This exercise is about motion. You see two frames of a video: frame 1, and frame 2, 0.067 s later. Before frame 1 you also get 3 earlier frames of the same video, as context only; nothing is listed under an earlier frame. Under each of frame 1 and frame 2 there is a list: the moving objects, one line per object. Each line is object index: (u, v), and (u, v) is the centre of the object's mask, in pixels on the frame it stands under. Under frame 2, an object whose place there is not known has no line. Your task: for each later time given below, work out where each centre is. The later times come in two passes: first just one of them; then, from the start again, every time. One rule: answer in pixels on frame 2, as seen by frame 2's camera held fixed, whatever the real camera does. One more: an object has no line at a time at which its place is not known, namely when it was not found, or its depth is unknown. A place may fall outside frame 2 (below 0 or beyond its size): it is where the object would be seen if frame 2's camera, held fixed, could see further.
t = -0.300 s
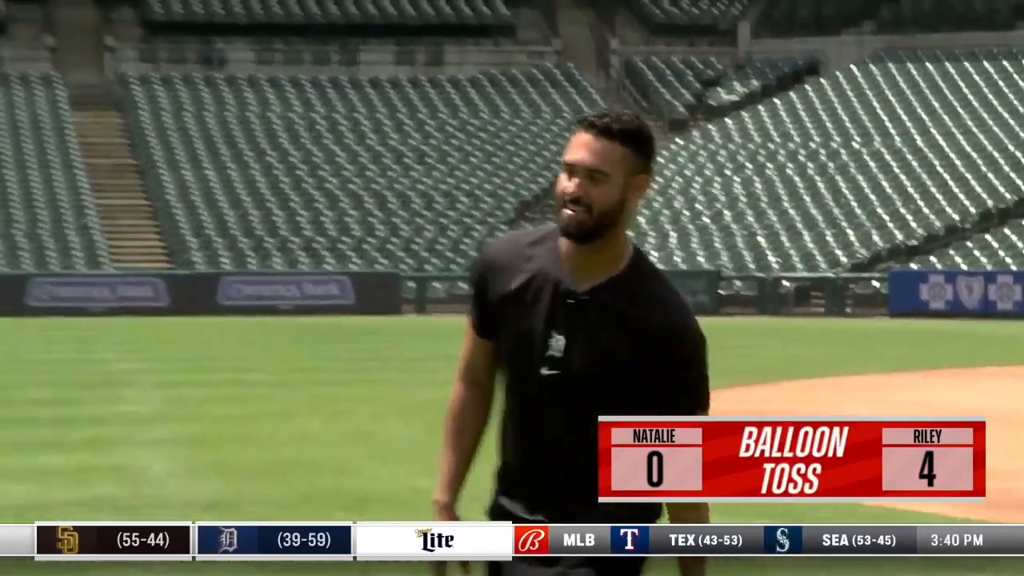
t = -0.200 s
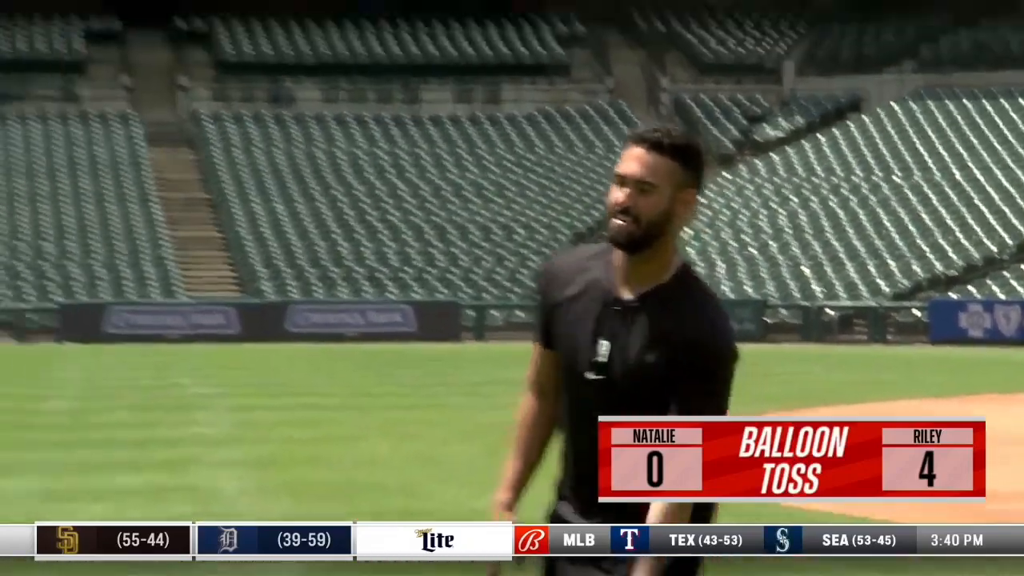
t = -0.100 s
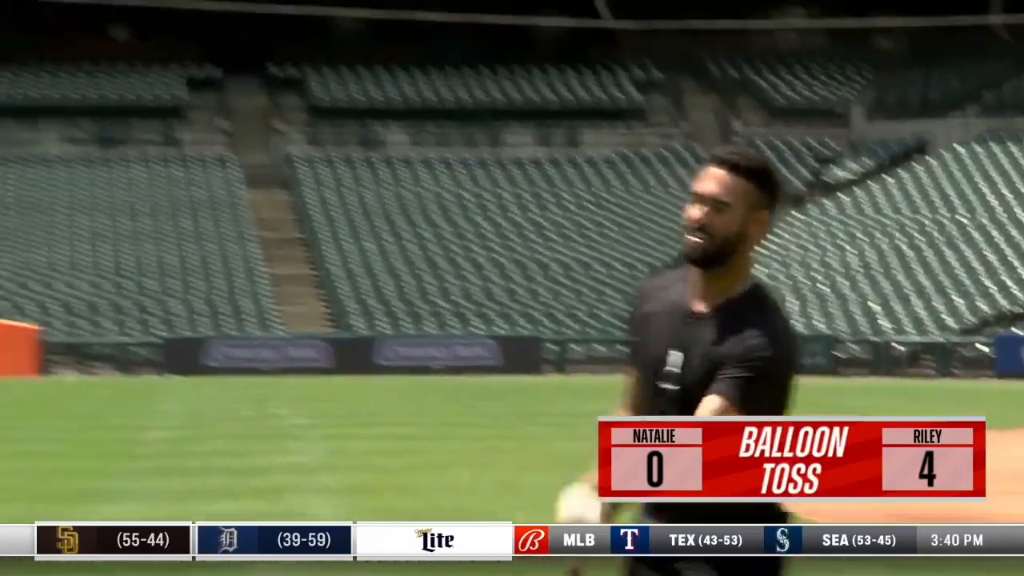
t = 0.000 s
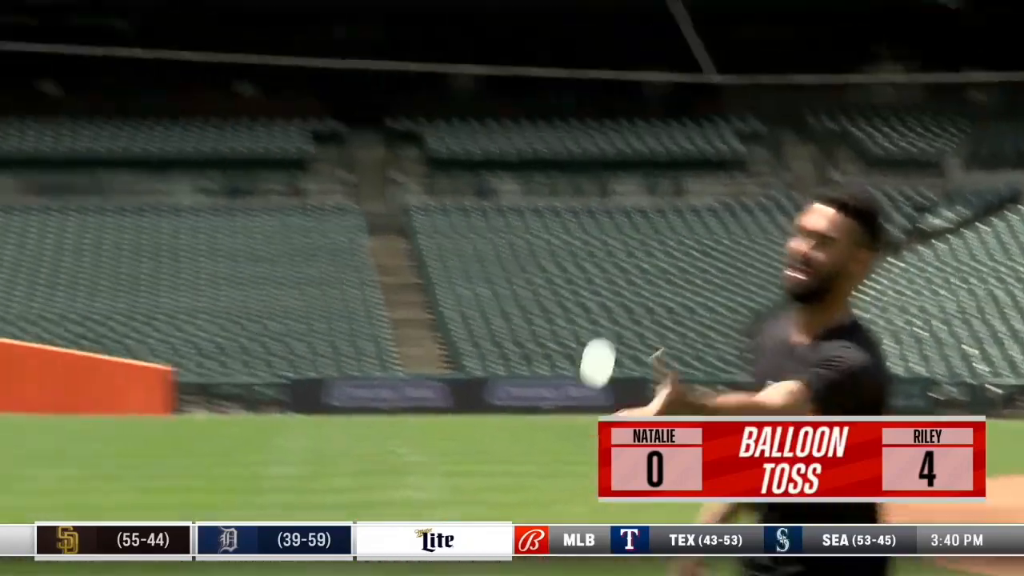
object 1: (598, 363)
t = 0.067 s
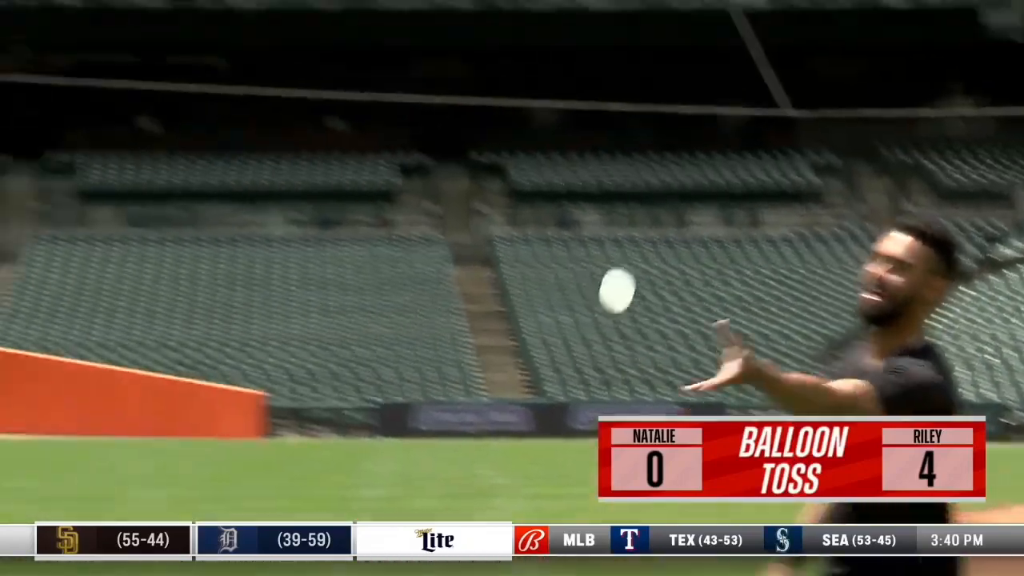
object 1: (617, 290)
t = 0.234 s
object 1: (467, 122)
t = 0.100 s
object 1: (588, 247)
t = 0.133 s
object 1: (558, 209)
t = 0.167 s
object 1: (528, 176)
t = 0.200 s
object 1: (498, 147)
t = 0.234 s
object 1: (467, 122)
